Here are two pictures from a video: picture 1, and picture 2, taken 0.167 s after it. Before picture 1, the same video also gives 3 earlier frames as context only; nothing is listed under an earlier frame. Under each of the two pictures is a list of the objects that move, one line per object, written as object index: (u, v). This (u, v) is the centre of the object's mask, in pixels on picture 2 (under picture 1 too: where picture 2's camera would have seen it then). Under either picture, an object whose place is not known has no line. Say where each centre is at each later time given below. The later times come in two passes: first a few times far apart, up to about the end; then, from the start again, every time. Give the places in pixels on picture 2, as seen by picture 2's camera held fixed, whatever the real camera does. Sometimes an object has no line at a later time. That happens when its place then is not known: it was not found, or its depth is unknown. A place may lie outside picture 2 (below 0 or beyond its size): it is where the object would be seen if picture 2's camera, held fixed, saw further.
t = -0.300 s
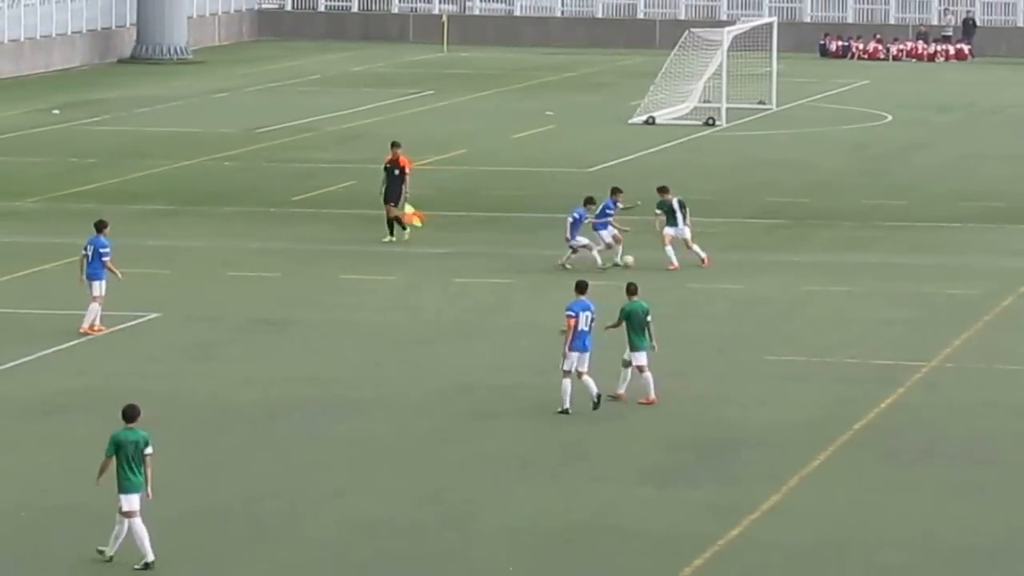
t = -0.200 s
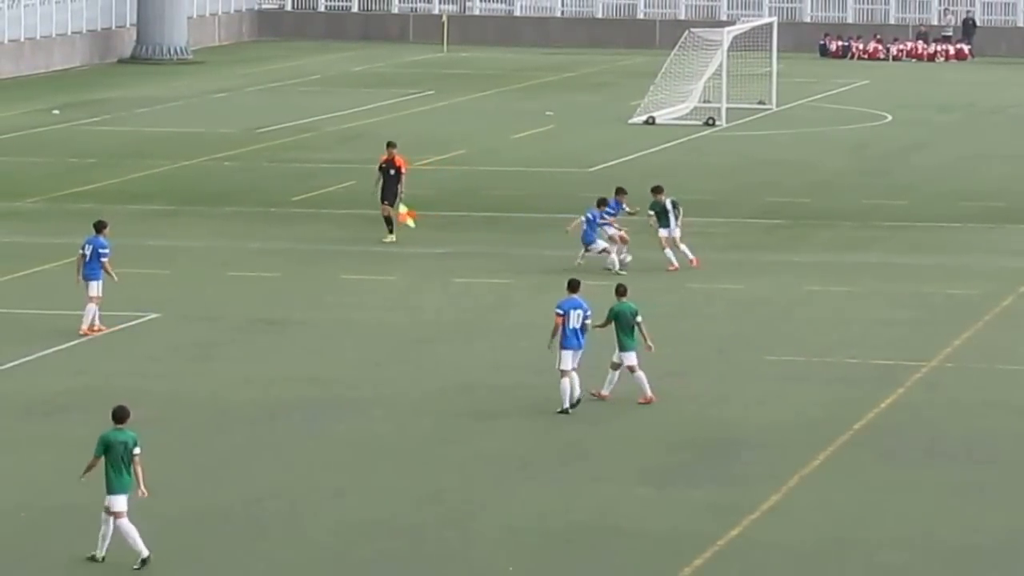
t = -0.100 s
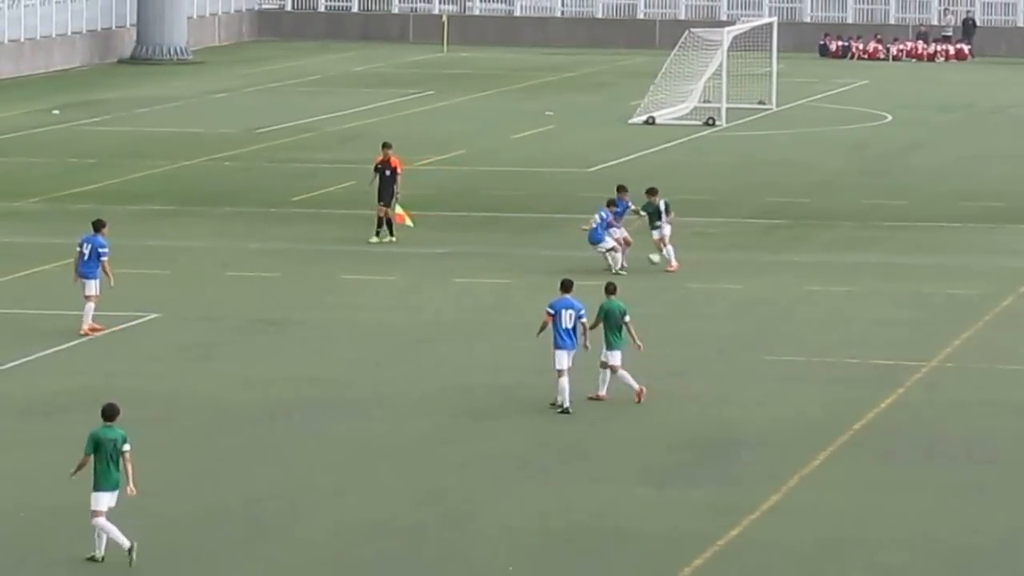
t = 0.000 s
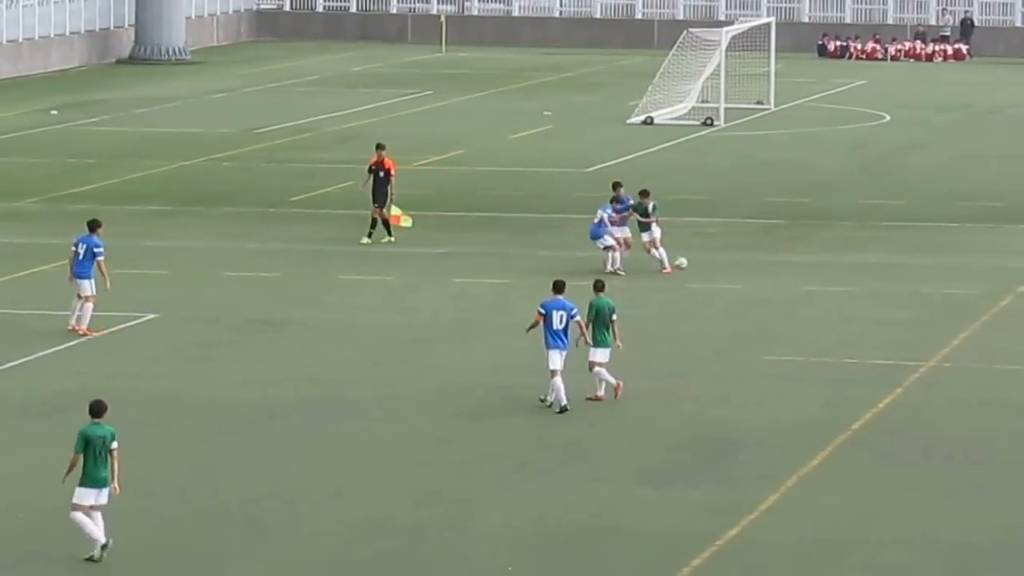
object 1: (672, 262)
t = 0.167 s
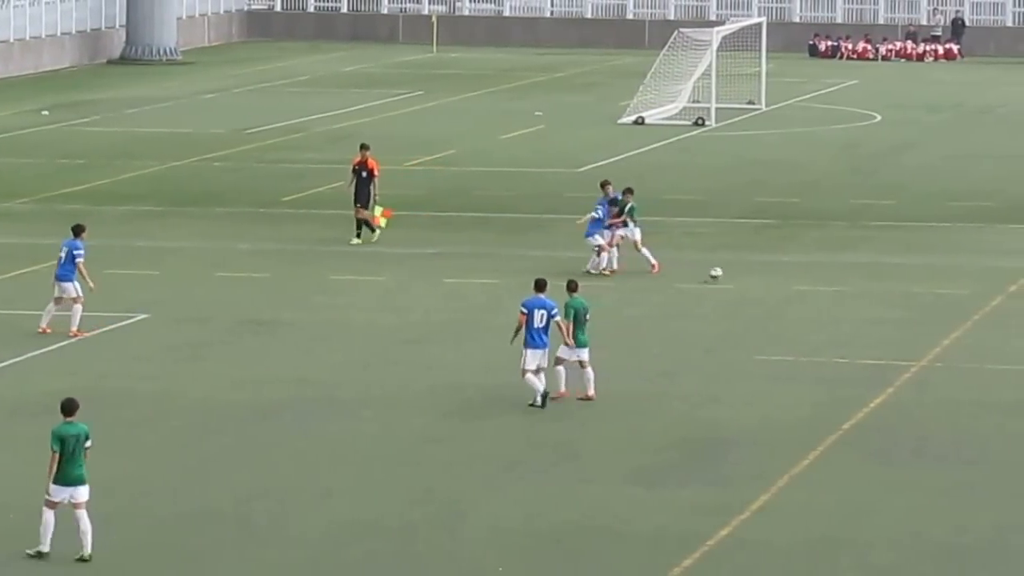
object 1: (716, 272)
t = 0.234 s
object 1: (730, 272)
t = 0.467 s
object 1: (772, 281)
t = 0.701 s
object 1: (799, 288)
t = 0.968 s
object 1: (823, 291)
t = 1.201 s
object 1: (845, 295)
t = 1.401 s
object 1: (863, 298)
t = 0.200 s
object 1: (722, 271)
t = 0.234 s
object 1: (730, 272)
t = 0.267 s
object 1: (737, 272)
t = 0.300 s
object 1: (743, 274)
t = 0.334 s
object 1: (750, 275)
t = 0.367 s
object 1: (756, 277)
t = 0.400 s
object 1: (763, 280)
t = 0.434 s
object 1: (769, 282)
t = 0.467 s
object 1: (772, 281)
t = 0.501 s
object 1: (776, 279)
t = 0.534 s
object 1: (780, 279)
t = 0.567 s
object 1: (785, 280)
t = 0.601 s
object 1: (788, 281)
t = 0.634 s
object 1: (792, 282)
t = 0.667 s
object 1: (796, 285)
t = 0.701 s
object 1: (799, 288)
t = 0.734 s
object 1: (803, 287)
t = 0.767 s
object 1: (806, 287)
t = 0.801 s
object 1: (808, 287)
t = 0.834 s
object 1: (811, 289)
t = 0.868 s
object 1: (815, 290)
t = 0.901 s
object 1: (817, 290)
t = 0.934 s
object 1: (820, 291)
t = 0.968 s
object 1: (823, 291)
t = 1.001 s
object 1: (826, 292)
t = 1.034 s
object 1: (830, 293)
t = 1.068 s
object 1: (833, 294)
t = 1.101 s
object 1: (836, 294)
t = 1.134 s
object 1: (839, 294)
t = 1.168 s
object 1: (842, 295)
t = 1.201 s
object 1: (845, 295)
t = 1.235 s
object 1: (848, 296)
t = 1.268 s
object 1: (851, 296)
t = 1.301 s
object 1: (854, 297)
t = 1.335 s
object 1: (857, 298)
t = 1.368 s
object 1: (860, 298)
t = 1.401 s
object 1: (863, 298)
